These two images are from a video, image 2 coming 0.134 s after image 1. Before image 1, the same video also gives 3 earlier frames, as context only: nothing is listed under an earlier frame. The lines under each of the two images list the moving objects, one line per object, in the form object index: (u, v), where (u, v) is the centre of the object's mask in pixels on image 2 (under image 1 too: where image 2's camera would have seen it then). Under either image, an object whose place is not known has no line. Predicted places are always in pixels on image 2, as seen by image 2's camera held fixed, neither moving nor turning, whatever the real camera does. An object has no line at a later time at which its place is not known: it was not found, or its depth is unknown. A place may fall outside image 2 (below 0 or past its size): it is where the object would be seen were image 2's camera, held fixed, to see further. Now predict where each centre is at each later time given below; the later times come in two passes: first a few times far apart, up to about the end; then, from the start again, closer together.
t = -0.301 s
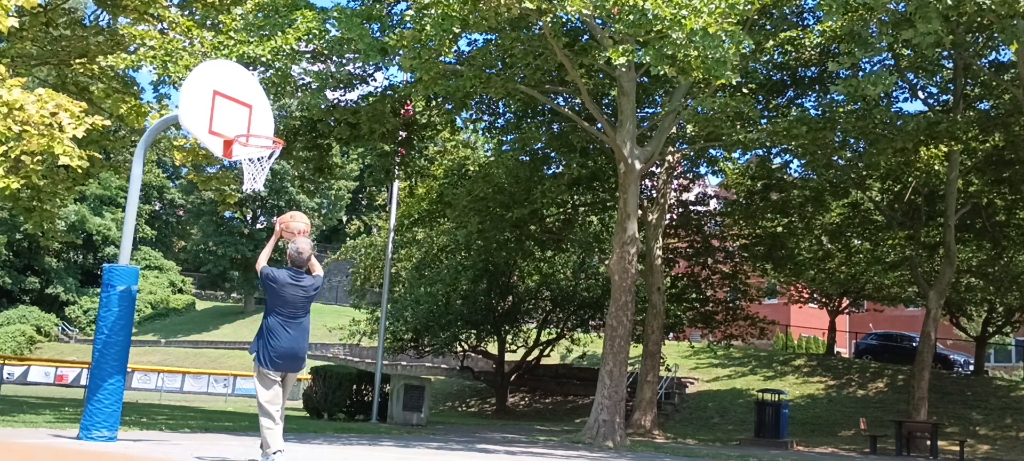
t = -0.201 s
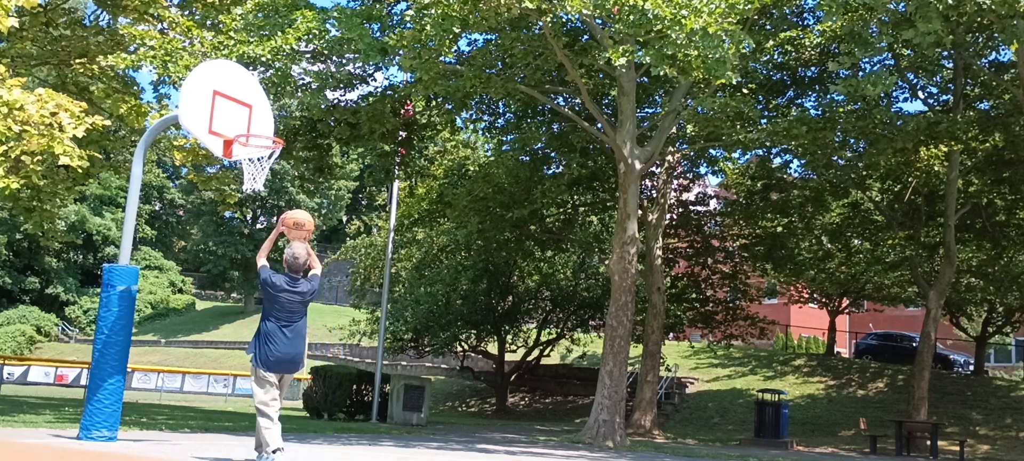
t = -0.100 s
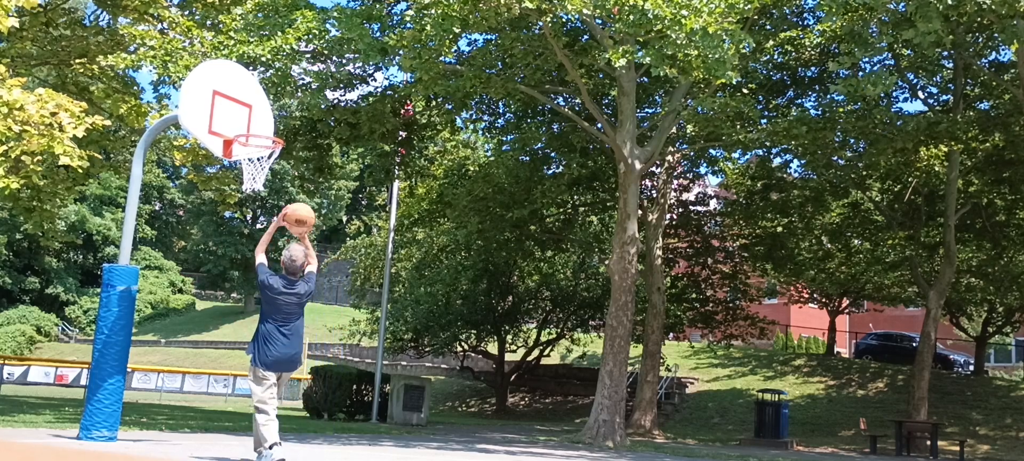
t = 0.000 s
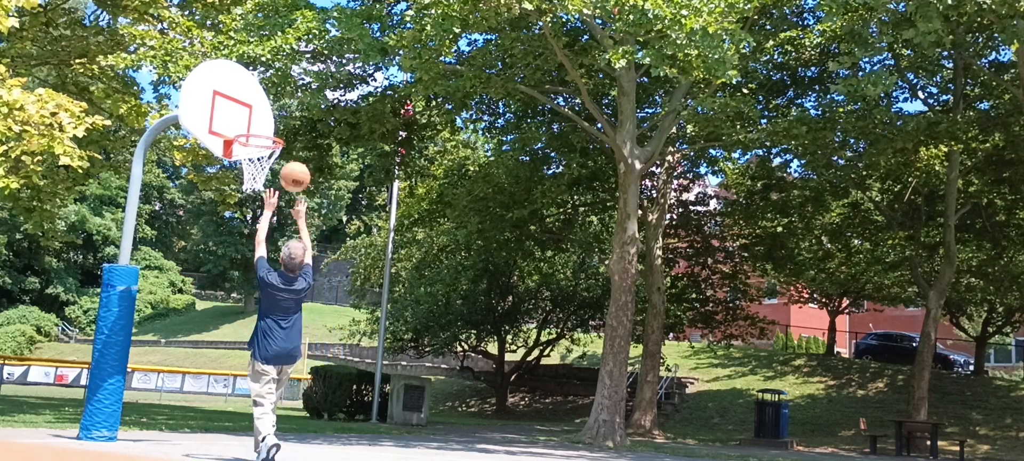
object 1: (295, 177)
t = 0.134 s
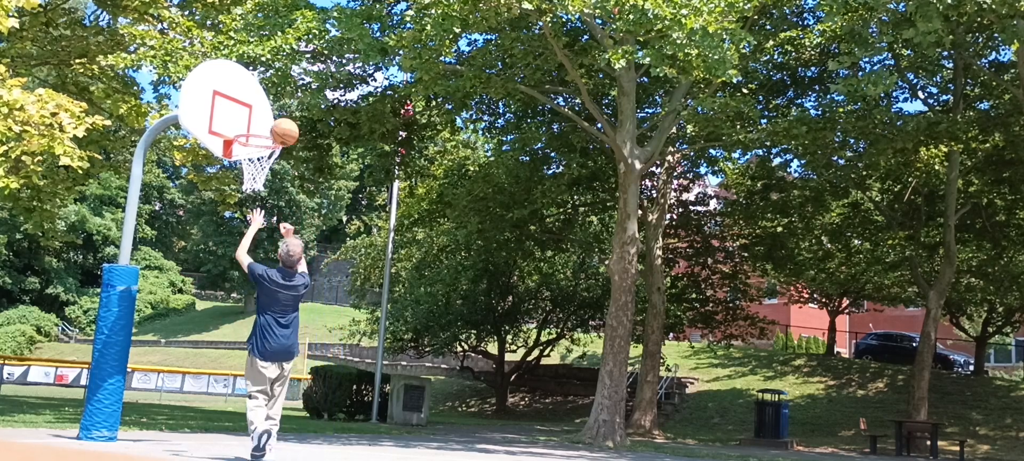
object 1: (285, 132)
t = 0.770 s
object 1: (198, 140)
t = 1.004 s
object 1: (135, 207)
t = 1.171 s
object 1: (77, 301)
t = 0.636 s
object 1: (229, 129)
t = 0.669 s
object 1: (221, 130)
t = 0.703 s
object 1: (214, 132)
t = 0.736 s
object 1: (206, 136)
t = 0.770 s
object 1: (198, 140)
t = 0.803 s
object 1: (191, 146)
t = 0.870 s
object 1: (173, 161)
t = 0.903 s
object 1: (164, 171)
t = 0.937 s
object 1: (154, 182)
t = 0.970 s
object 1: (145, 194)
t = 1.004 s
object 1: (135, 207)
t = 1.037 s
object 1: (124, 223)
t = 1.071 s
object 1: (112, 240)
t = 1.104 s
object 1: (101, 258)
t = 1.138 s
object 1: (90, 279)
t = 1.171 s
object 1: (77, 301)
